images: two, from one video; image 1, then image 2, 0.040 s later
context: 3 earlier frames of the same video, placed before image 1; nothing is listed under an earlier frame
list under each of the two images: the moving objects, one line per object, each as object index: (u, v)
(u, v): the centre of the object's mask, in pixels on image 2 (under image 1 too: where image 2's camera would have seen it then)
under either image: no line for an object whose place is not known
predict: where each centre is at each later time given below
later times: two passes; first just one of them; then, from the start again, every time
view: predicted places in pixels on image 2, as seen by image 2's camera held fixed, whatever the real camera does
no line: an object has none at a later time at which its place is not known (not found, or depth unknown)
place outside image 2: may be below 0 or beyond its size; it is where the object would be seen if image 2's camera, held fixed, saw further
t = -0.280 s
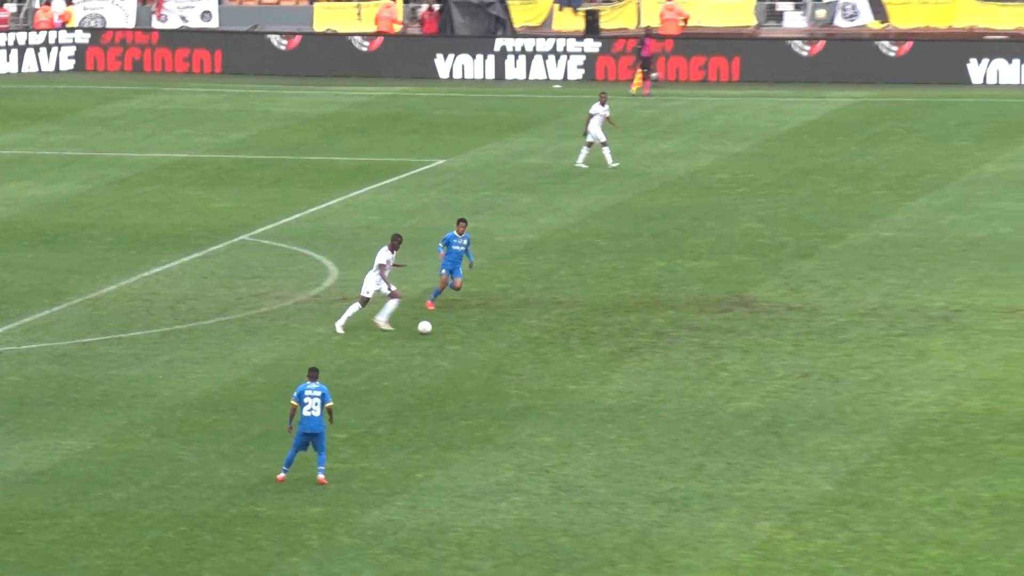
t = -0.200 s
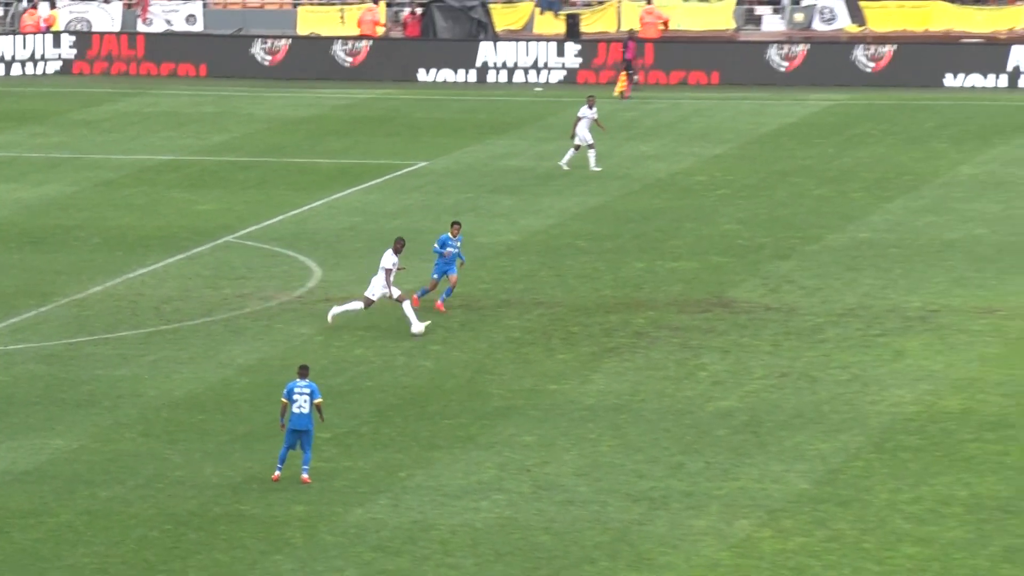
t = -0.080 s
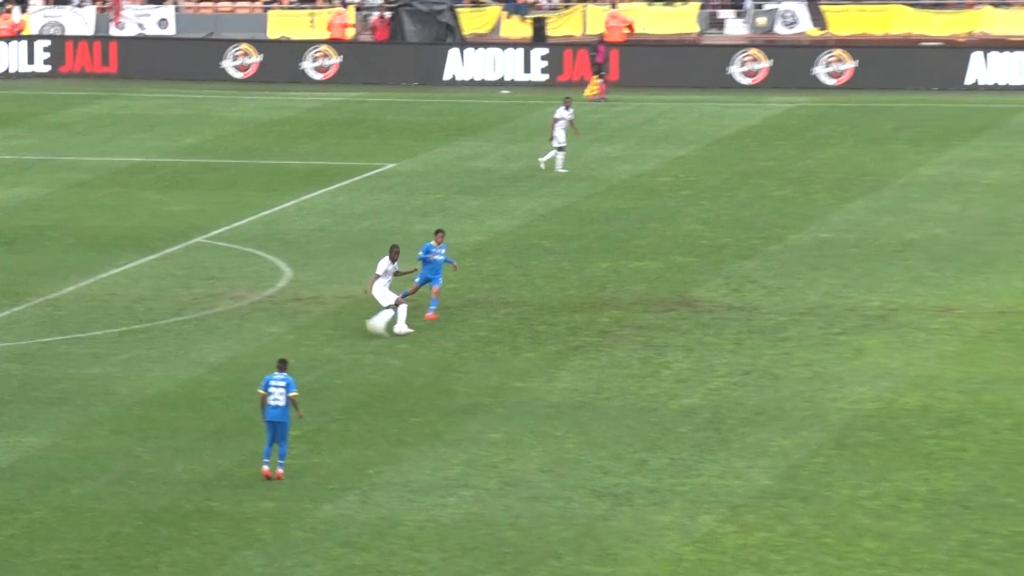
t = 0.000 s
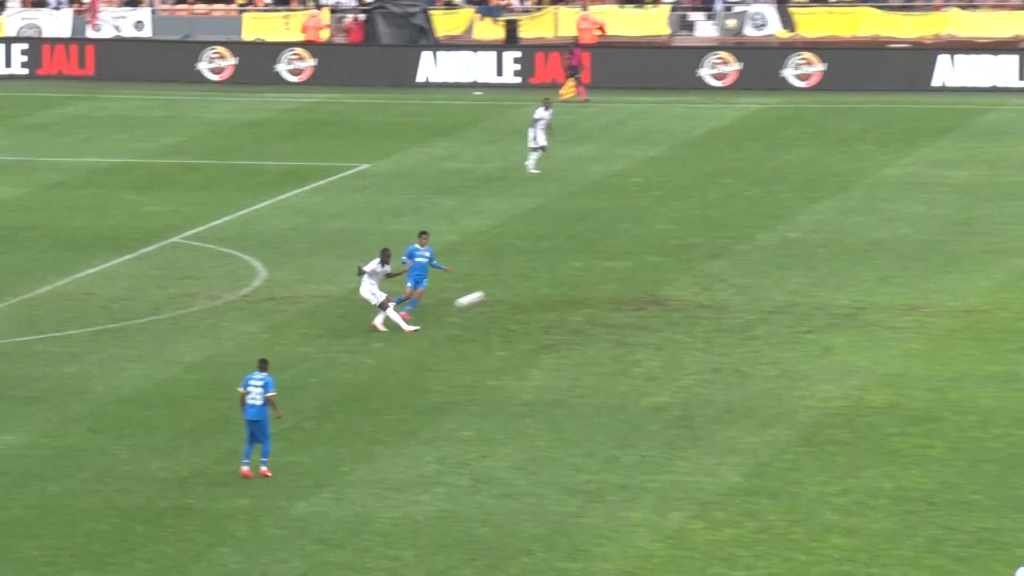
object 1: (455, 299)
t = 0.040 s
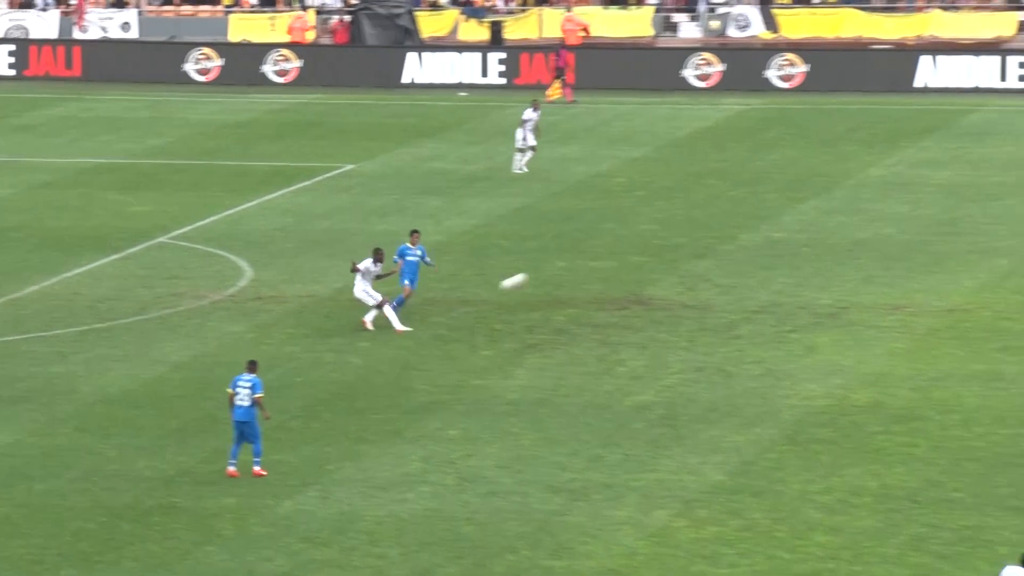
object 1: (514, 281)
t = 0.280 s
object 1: (848, 186)
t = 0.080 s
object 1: (572, 265)
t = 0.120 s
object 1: (628, 248)
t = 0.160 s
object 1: (685, 231)
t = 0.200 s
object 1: (740, 216)
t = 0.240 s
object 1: (794, 201)
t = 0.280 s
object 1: (848, 186)
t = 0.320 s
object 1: (902, 172)
